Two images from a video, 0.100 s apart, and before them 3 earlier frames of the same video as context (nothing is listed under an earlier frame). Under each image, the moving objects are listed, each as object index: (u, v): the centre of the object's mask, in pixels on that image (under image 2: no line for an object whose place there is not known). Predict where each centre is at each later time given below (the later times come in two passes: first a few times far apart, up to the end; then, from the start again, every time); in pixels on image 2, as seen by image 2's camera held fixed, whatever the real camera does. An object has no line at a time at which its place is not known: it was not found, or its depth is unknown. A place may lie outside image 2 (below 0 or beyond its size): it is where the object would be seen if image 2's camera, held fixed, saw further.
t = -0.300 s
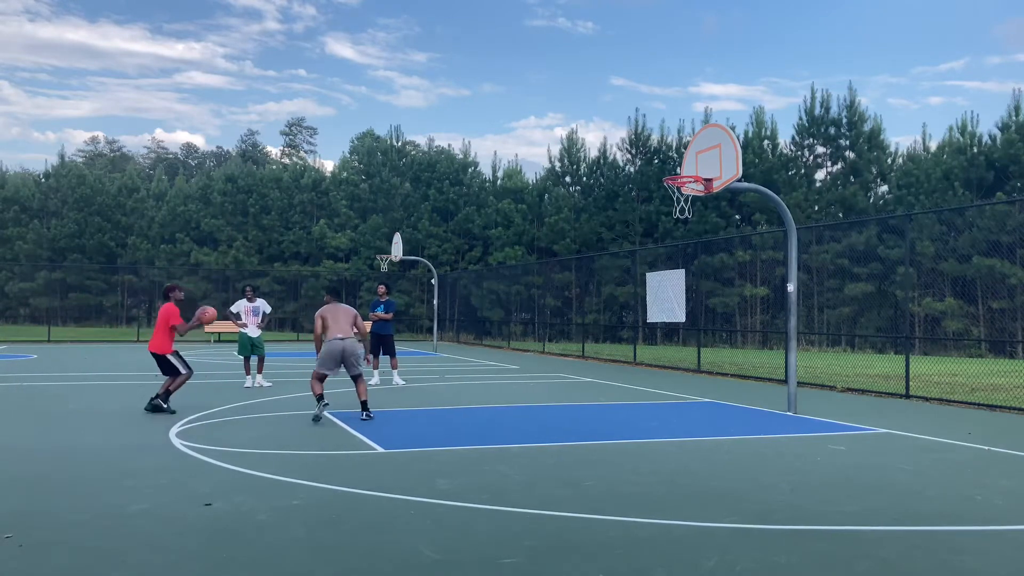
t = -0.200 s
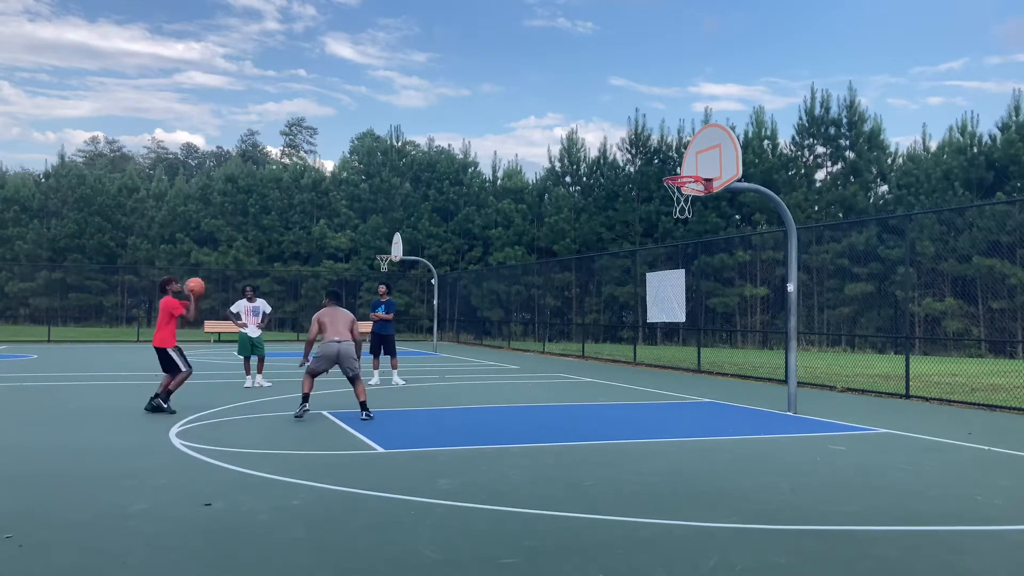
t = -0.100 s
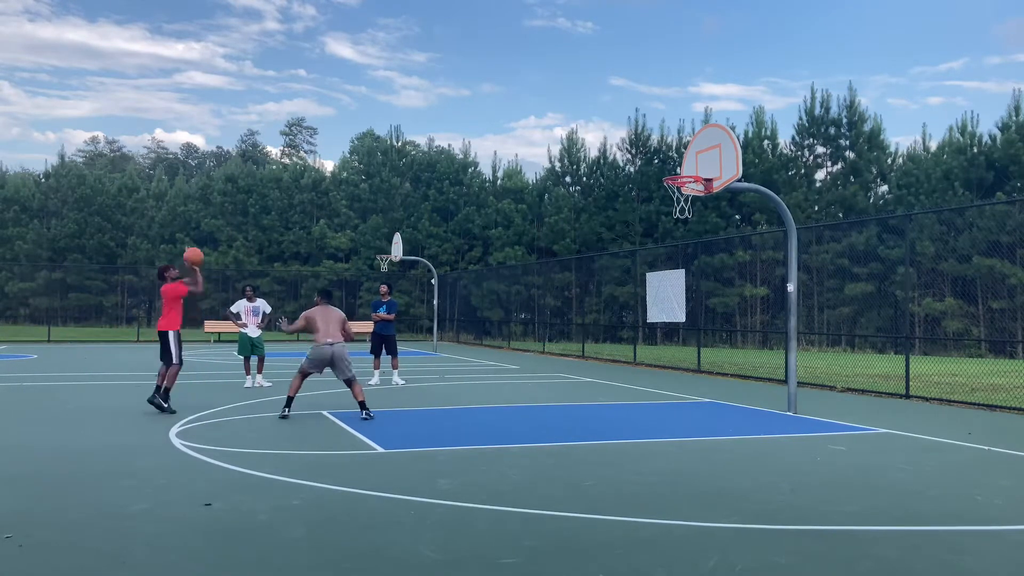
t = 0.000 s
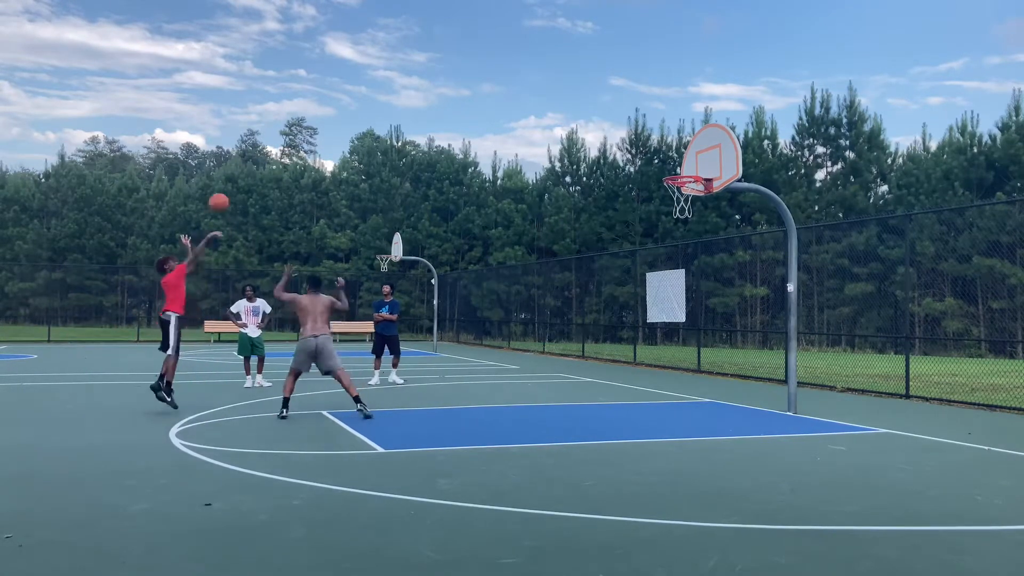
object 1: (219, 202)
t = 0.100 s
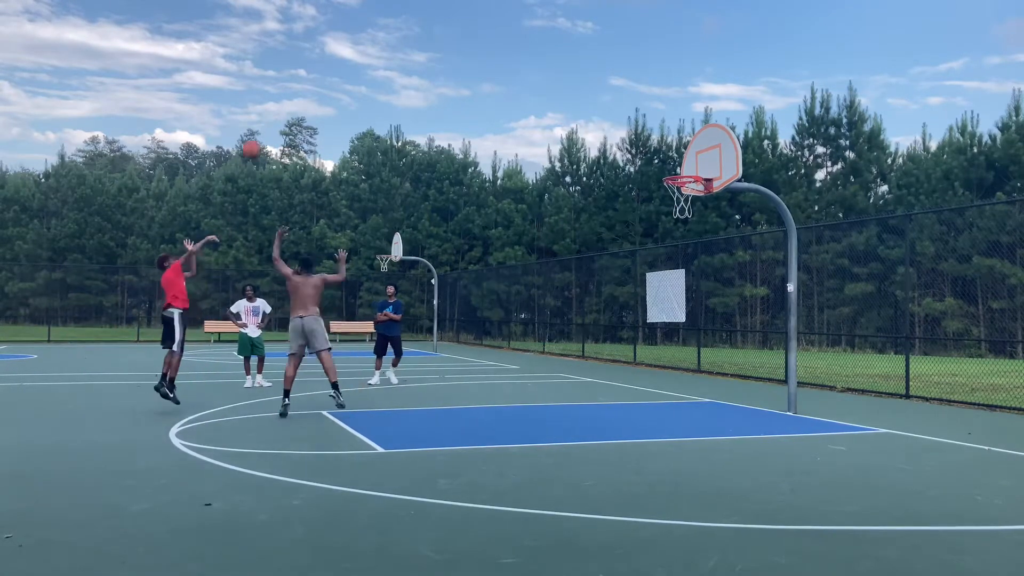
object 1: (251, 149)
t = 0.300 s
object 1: (317, 68)
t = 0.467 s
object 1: (371, 22)
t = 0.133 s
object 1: (263, 134)
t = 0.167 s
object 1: (274, 119)
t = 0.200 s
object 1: (284, 105)
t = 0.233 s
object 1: (295, 92)
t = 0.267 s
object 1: (306, 80)
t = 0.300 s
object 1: (317, 68)
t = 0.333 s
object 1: (328, 57)
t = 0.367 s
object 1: (339, 47)
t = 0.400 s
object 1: (350, 38)
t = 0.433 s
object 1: (360, 29)
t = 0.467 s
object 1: (371, 22)
